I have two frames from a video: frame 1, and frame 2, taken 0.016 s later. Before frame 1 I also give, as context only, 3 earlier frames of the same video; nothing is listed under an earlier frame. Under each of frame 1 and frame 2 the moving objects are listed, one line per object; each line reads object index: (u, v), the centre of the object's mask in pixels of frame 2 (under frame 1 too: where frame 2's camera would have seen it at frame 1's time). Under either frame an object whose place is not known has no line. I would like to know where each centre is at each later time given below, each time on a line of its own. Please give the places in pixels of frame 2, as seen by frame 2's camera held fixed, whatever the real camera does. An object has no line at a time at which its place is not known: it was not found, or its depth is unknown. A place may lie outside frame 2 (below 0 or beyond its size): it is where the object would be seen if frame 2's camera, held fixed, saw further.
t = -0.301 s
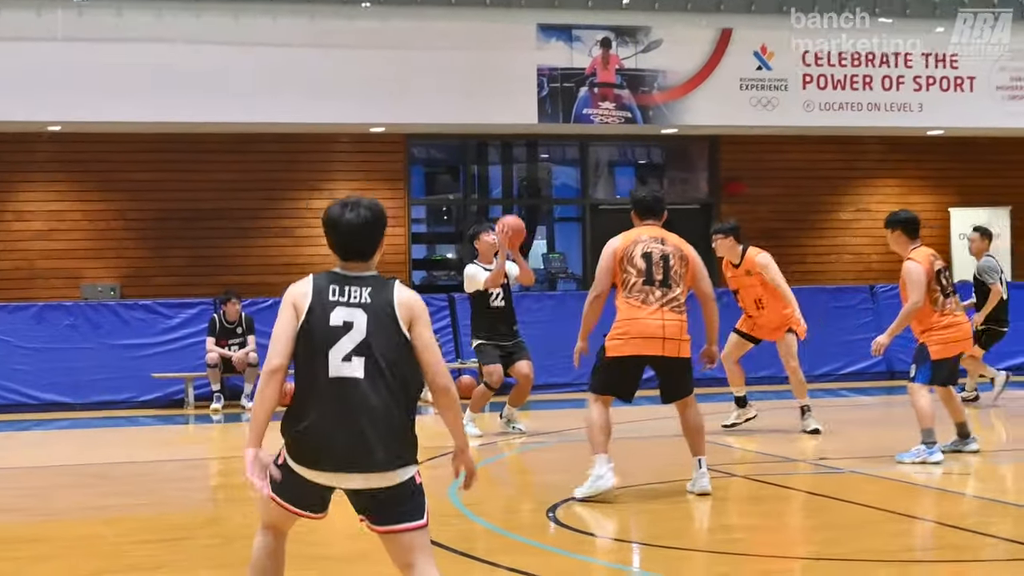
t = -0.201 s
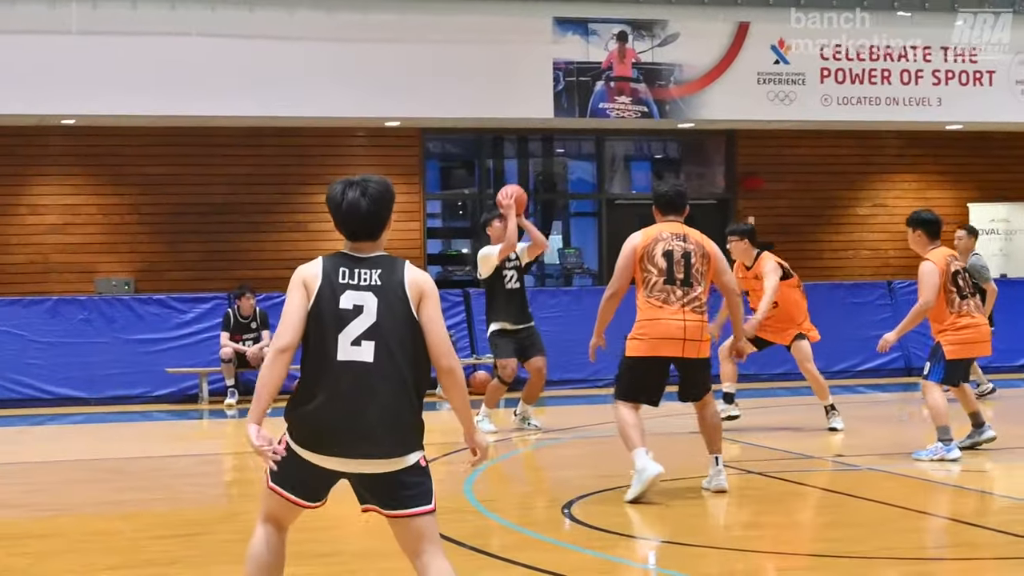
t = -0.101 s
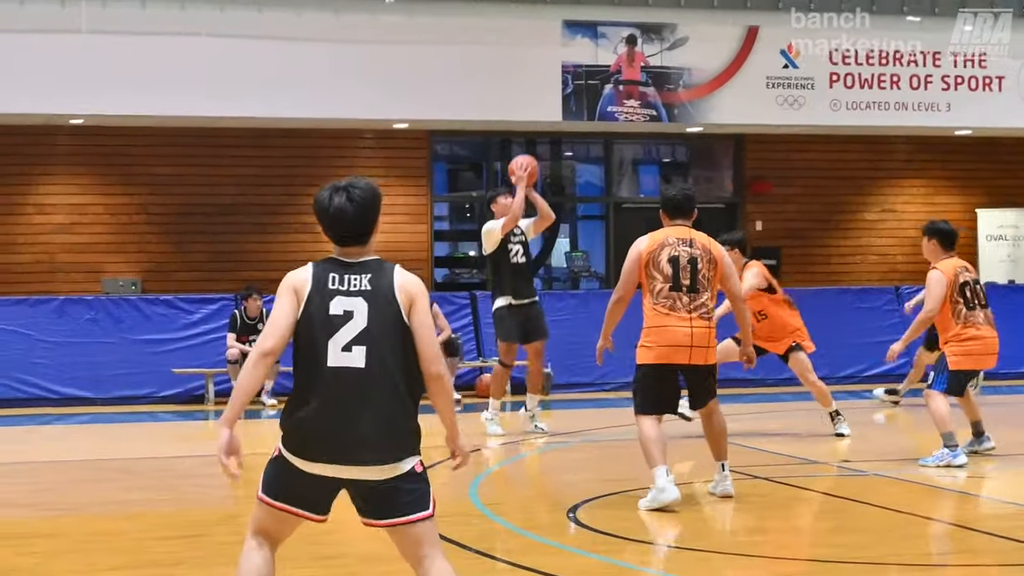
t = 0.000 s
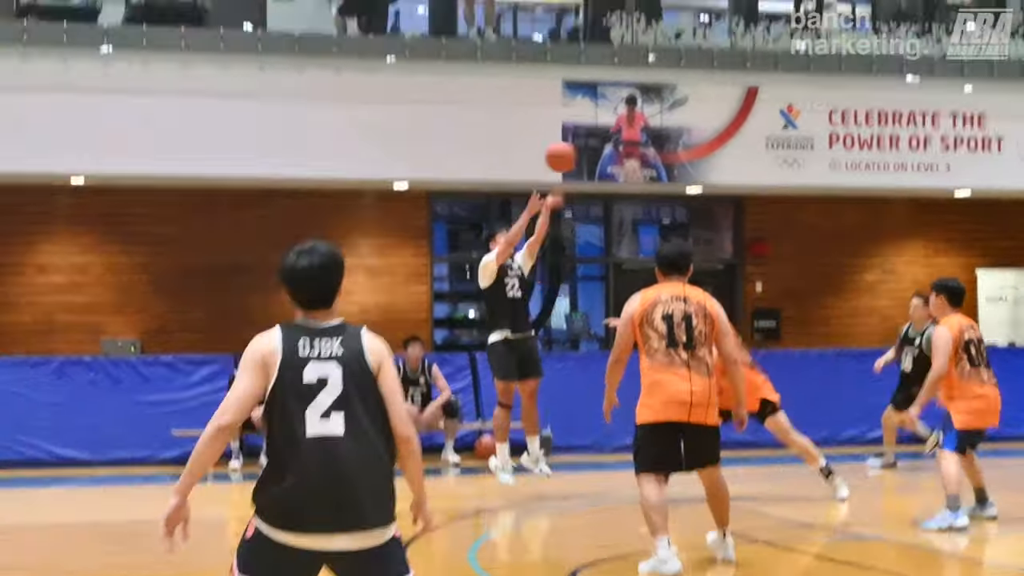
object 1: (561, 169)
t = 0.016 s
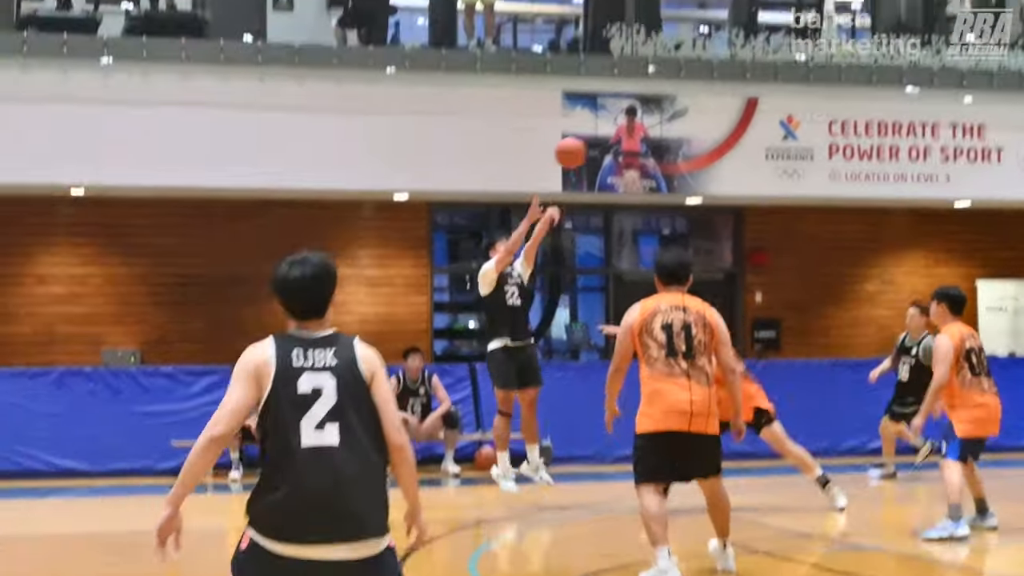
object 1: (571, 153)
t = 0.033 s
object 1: (580, 140)
